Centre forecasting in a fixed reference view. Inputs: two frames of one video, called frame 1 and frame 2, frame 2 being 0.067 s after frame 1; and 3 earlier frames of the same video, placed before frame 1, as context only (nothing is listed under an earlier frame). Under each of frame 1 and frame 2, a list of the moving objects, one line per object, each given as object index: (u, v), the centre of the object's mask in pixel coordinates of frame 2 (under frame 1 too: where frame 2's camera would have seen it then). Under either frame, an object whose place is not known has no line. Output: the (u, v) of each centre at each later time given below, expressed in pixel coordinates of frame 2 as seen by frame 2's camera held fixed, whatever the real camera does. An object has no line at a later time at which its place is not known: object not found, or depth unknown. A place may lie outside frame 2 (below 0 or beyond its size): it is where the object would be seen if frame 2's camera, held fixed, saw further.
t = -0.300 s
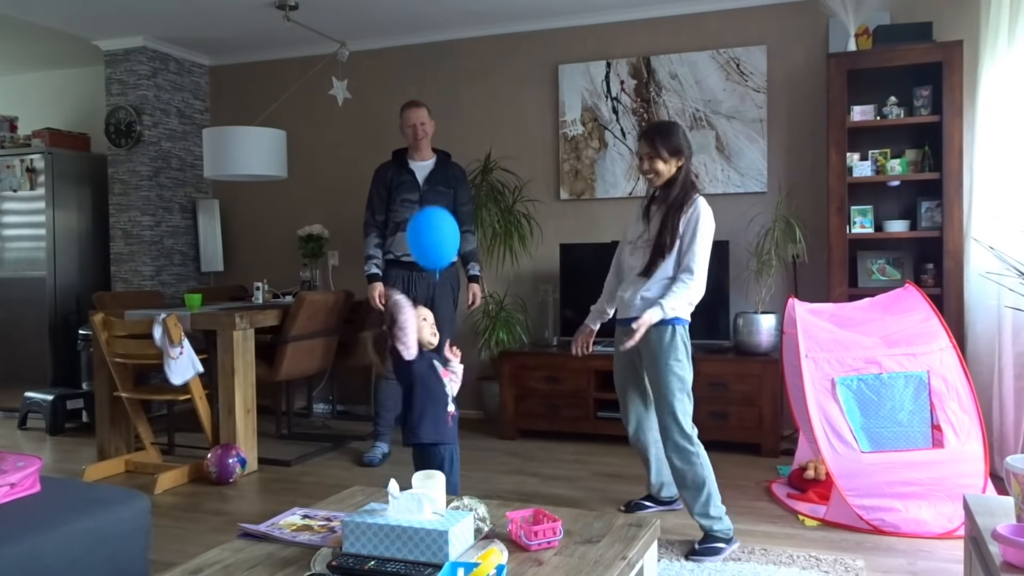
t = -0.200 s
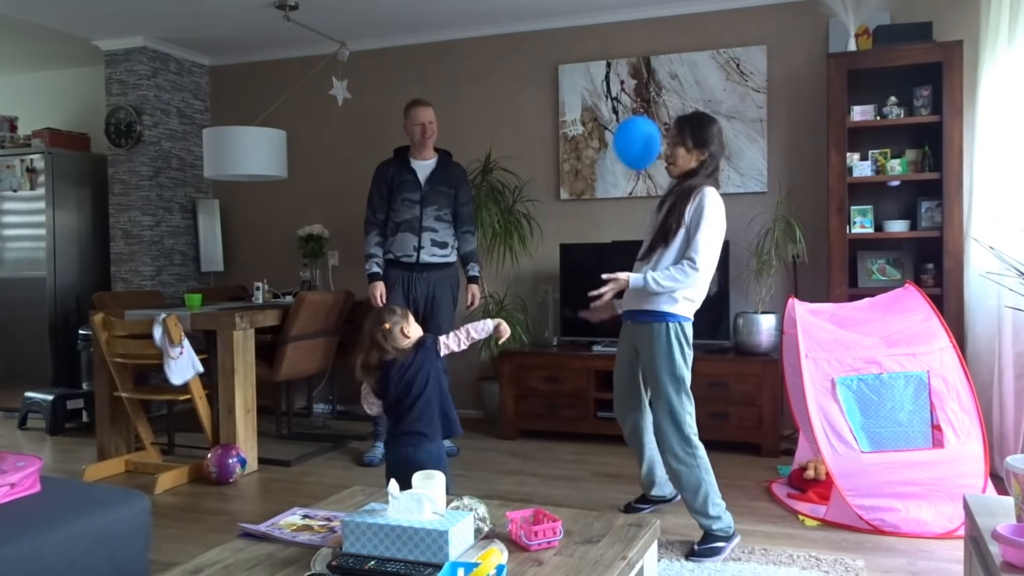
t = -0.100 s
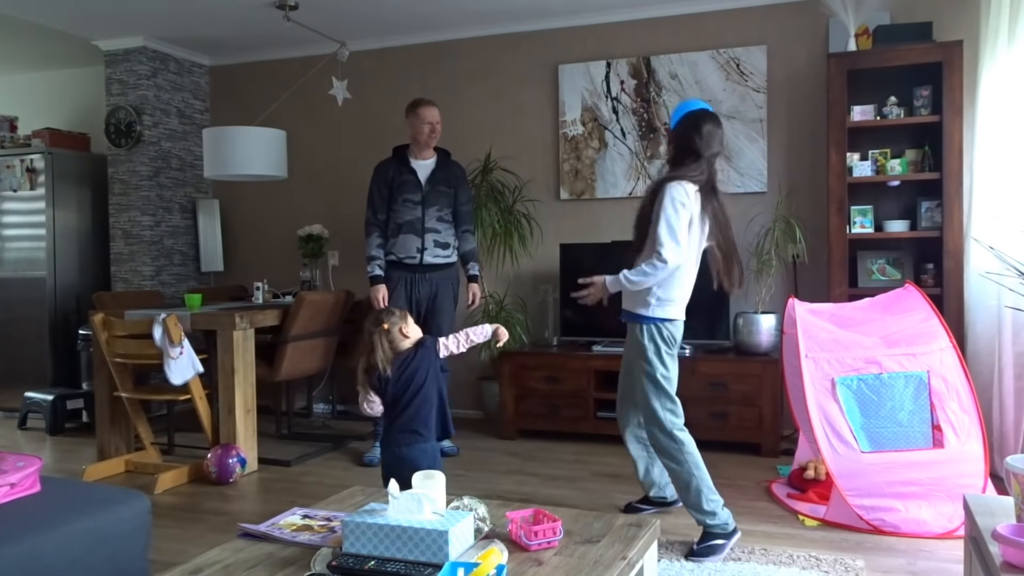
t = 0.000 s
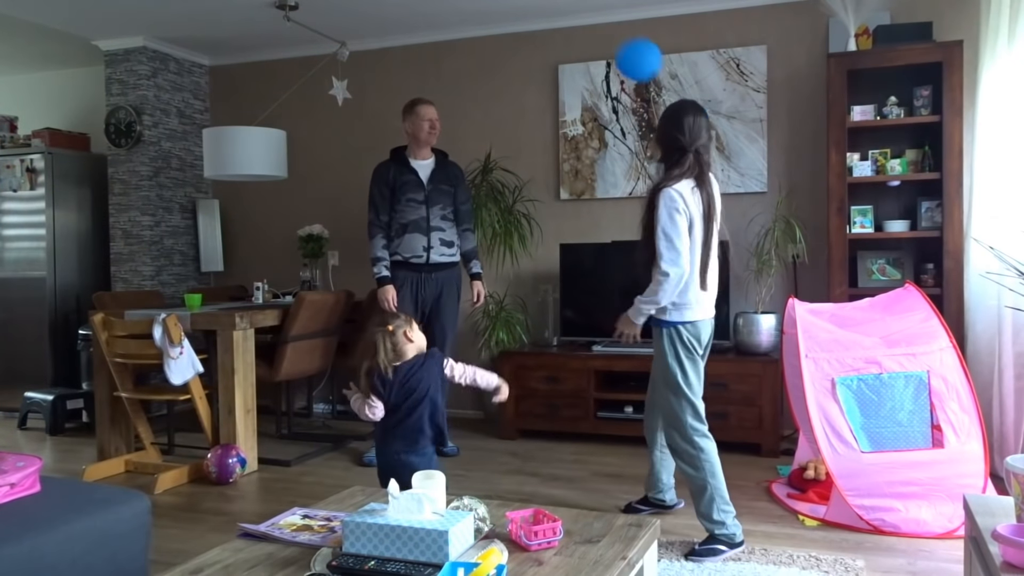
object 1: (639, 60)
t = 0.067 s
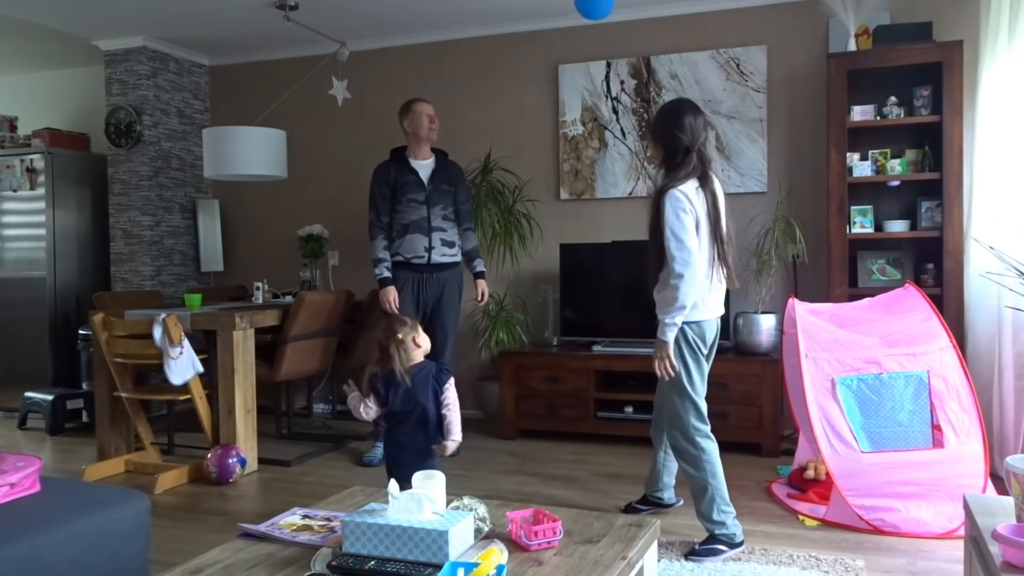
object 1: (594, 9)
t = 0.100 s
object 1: (587, 9)
